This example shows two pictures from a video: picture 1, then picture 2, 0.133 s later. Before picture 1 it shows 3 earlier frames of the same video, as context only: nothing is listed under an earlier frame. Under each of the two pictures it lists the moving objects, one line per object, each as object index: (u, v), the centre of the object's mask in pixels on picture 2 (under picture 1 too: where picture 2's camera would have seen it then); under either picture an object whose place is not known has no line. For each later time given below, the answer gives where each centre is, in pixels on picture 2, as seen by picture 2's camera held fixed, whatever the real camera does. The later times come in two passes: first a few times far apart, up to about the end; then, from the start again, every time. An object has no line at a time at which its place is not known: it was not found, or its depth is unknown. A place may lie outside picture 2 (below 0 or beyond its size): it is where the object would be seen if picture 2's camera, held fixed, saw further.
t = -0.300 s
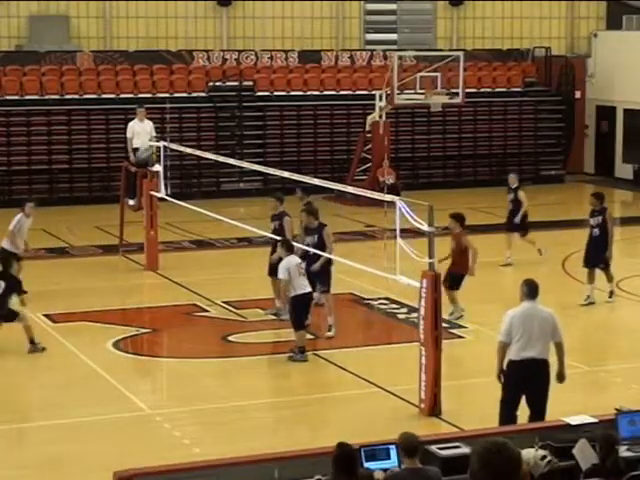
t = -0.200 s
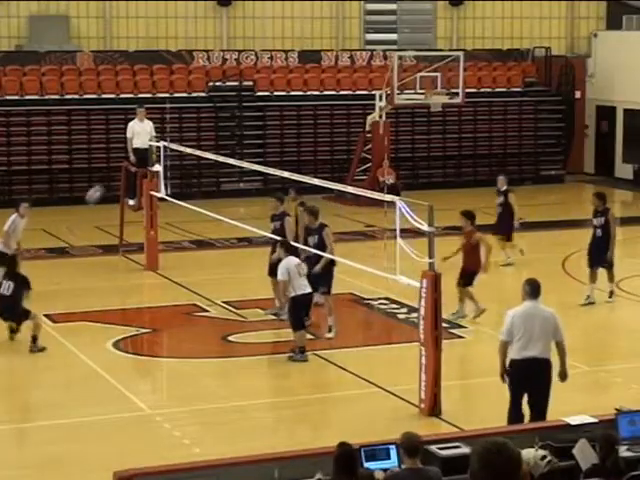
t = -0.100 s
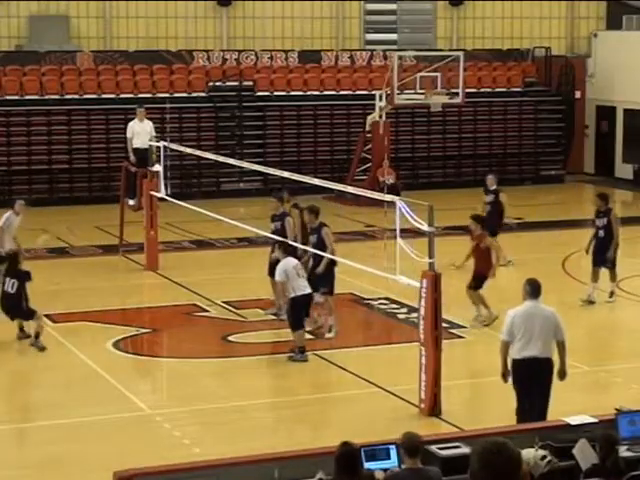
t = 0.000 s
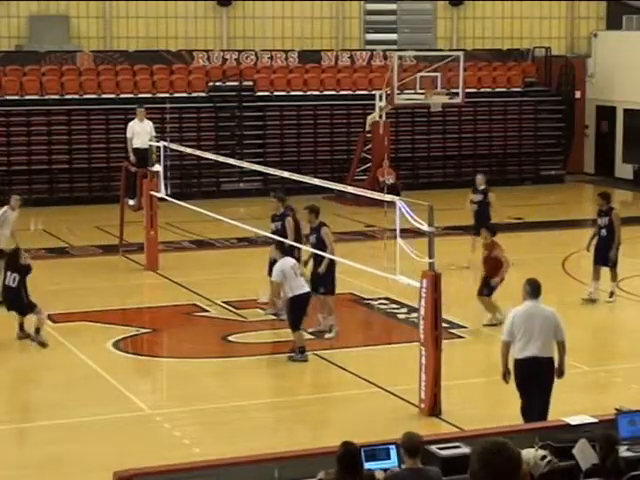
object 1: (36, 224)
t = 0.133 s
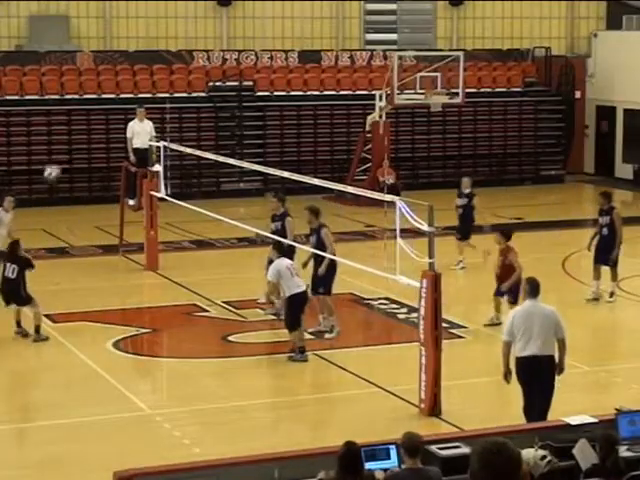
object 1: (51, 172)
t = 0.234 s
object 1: (62, 138)
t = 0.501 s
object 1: (92, 82)
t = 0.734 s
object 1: (119, 72)
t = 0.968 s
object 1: (145, 100)
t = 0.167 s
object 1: (55, 161)
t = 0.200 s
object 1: (58, 149)
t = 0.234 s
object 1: (62, 138)
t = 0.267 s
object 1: (66, 128)
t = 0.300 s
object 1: (70, 120)
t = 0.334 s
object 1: (73, 112)
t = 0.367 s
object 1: (77, 104)
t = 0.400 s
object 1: (81, 98)
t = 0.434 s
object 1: (84, 91)
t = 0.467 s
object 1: (89, 87)
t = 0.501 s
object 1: (92, 82)
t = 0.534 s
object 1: (95, 78)
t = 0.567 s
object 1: (100, 74)
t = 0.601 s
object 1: (104, 73)
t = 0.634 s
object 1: (107, 71)
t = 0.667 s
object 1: (111, 71)
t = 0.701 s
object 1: (114, 71)
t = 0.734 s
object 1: (119, 72)
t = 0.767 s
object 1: (122, 73)
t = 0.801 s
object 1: (126, 77)
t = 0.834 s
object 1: (129, 80)
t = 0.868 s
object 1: (134, 84)
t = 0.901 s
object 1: (138, 89)
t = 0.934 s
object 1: (142, 95)
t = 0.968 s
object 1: (145, 100)
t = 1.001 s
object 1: (150, 107)
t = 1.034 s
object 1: (154, 116)
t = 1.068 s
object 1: (158, 125)
